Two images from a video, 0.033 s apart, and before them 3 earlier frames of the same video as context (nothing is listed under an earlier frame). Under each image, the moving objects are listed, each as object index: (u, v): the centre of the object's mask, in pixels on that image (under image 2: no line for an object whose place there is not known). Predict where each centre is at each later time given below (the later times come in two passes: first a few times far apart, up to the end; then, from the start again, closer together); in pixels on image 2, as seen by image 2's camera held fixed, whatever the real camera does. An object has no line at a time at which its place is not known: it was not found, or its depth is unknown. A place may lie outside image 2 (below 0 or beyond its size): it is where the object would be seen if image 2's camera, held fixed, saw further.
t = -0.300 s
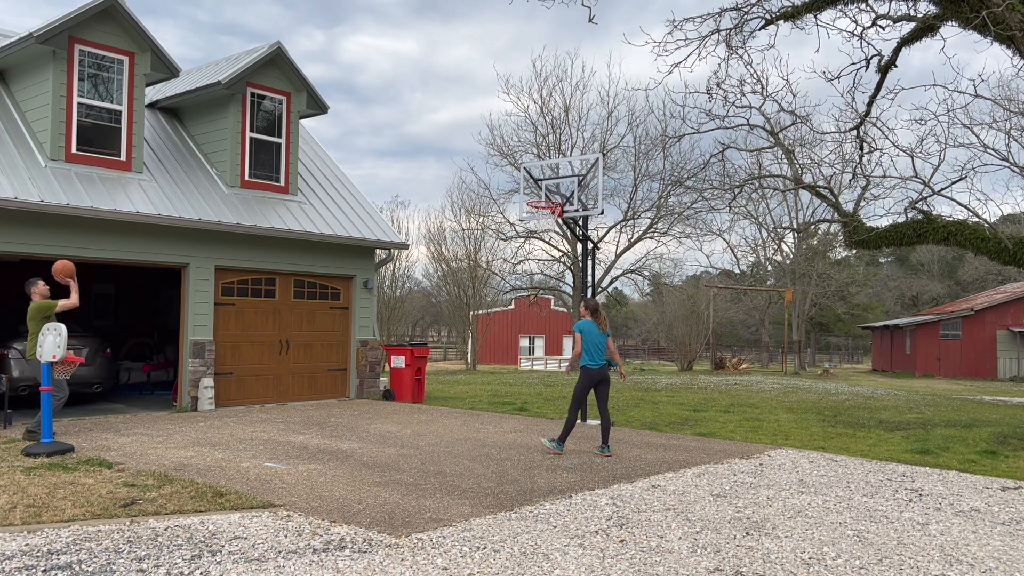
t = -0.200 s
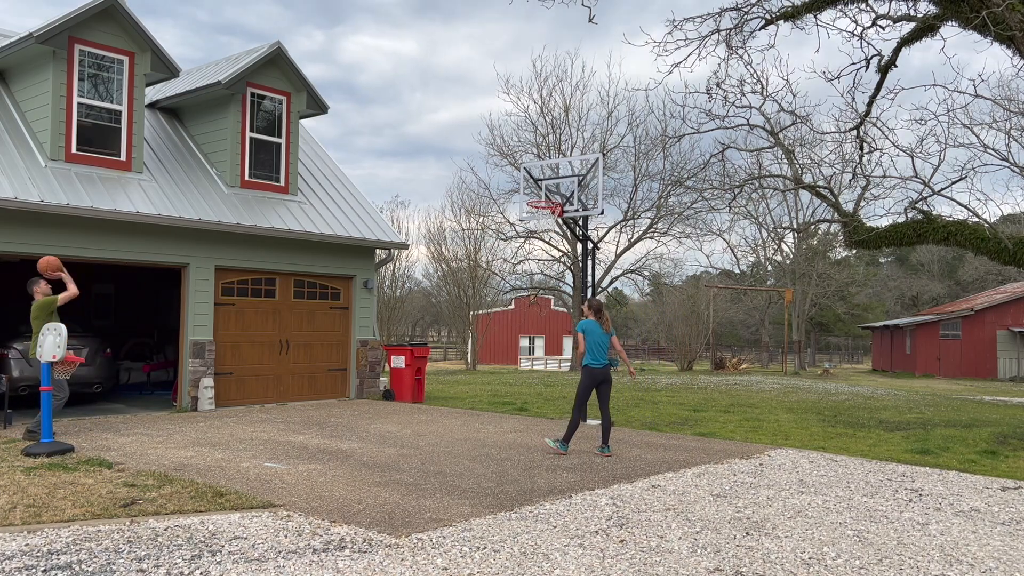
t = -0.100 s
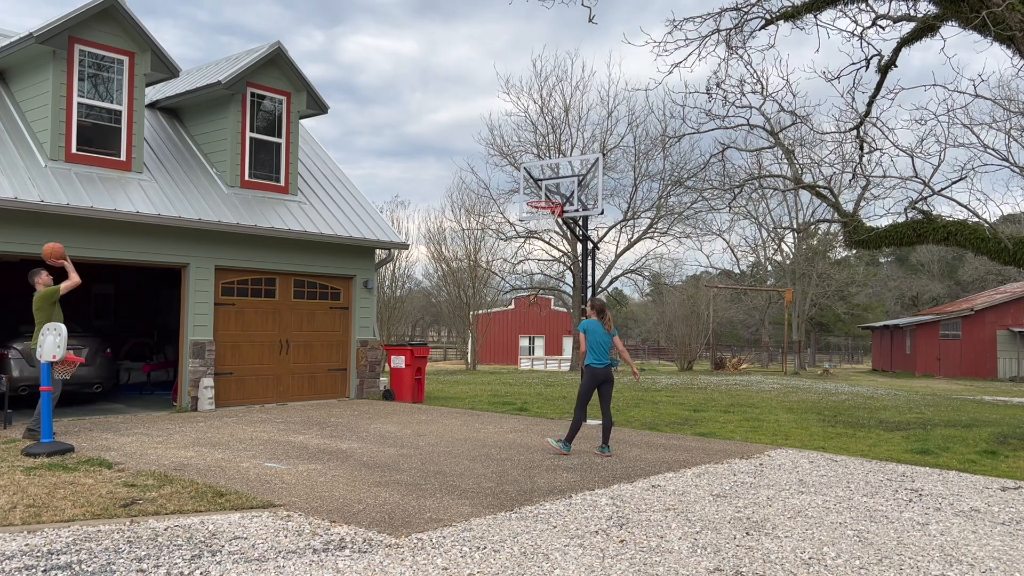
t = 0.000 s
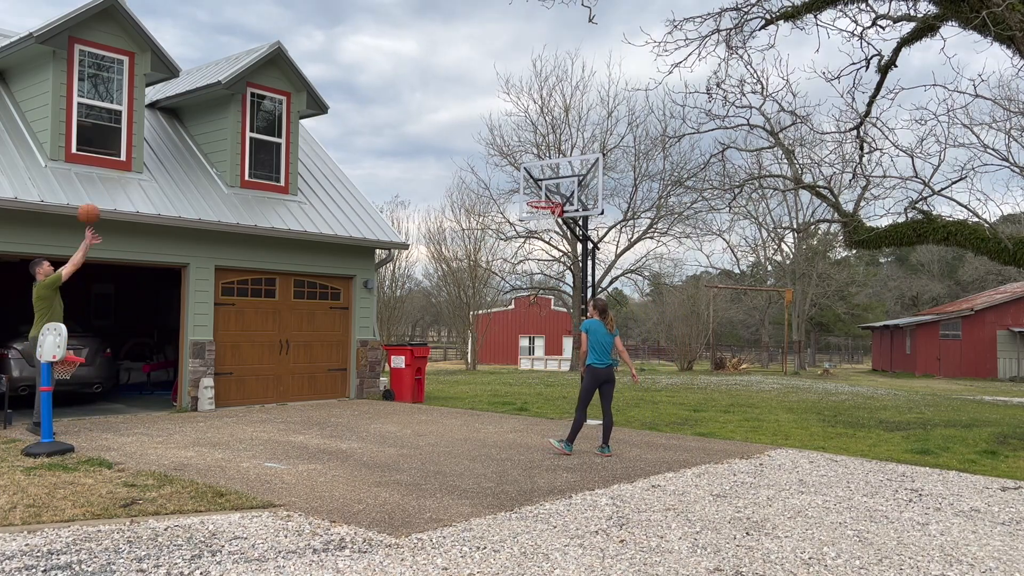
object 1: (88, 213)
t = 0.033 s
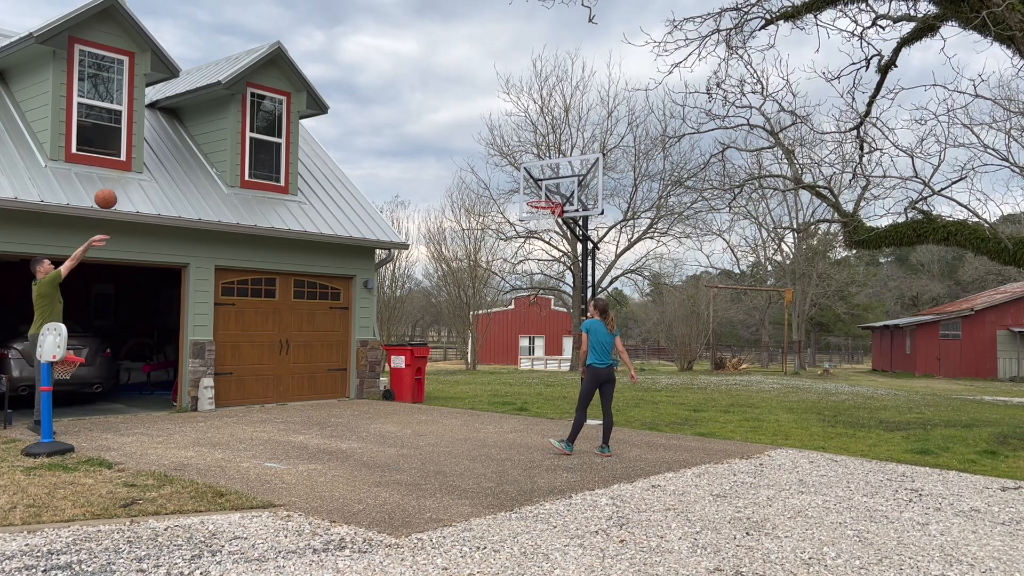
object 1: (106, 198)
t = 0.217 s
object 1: (195, 135)
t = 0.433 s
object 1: (292, 101)
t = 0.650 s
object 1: (380, 104)
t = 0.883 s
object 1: (467, 145)
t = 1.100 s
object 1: (528, 191)
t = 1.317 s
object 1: (539, 185)
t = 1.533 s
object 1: (546, 192)
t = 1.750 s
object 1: (535, 193)
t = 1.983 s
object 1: (545, 205)
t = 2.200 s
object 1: (556, 235)
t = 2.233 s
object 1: (557, 241)
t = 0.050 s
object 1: (114, 192)
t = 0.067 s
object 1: (123, 185)
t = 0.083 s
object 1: (131, 178)
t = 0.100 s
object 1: (139, 172)
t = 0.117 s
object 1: (147, 166)
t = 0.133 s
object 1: (155, 160)
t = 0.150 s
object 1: (164, 155)
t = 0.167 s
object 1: (172, 150)
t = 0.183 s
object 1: (180, 145)
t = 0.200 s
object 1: (187, 140)
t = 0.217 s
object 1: (195, 135)
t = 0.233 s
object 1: (203, 131)
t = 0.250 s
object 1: (211, 127)
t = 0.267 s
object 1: (218, 124)
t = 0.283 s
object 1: (226, 120)
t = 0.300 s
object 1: (233, 117)
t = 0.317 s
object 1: (241, 114)
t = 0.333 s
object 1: (248, 112)
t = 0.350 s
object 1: (256, 110)
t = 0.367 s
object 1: (263, 107)
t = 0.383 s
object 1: (270, 105)
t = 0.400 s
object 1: (277, 103)
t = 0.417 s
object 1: (284, 102)
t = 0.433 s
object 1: (292, 101)
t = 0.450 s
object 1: (299, 99)
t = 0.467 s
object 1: (306, 99)
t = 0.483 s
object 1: (313, 98)
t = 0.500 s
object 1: (320, 97)
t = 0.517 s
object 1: (327, 98)
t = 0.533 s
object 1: (333, 98)
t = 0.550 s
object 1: (340, 98)
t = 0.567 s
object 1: (347, 98)
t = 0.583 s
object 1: (354, 99)
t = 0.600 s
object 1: (360, 100)
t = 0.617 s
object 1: (367, 101)
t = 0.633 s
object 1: (374, 102)
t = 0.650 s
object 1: (380, 104)
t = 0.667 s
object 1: (387, 105)
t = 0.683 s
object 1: (393, 107)
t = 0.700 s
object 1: (400, 109)
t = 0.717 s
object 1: (406, 112)
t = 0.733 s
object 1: (412, 114)
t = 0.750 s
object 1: (419, 117)
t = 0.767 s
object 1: (425, 120)
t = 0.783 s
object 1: (431, 123)
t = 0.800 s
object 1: (437, 126)
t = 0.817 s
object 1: (443, 129)
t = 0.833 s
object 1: (449, 133)
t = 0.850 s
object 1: (455, 137)
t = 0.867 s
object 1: (461, 141)
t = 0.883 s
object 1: (467, 145)
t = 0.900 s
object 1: (473, 149)
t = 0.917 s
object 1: (479, 153)
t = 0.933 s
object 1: (485, 158)
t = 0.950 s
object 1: (490, 163)
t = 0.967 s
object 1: (496, 168)
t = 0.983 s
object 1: (502, 174)
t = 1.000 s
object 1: (508, 179)
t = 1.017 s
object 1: (513, 184)
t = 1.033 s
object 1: (519, 190)
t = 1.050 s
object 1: (524, 195)
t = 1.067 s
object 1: (525, 196)
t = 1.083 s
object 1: (526, 193)
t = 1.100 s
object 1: (528, 191)
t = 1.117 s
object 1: (529, 190)
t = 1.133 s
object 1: (529, 188)
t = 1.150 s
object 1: (530, 187)
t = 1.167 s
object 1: (531, 186)
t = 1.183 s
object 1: (532, 185)
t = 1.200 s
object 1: (533, 184)
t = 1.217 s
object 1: (534, 184)
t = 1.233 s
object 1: (535, 183)
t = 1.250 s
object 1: (536, 183)
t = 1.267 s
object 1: (537, 184)
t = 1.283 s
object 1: (538, 184)
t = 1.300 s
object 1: (539, 184)
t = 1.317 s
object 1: (539, 185)
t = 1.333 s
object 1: (541, 186)
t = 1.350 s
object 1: (541, 187)
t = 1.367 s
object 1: (542, 188)
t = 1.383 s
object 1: (543, 189)
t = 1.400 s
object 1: (544, 191)
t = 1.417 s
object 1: (545, 192)
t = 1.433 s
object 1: (546, 194)
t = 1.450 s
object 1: (547, 196)
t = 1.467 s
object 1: (548, 197)
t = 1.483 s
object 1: (548, 196)
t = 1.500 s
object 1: (548, 195)
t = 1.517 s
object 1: (547, 193)
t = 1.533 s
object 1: (546, 192)
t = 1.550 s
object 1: (545, 192)
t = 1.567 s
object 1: (545, 191)
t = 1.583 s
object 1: (544, 190)
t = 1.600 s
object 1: (543, 190)
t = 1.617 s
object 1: (542, 190)
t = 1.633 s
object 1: (541, 189)
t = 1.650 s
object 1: (540, 189)
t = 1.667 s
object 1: (539, 190)
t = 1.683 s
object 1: (539, 190)
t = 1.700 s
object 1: (538, 191)
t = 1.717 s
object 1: (537, 191)
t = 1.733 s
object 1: (536, 192)
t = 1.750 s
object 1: (535, 193)
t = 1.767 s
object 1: (533, 194)
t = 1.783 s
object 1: (533, 196)
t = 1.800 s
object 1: (533, 196)
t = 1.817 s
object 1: (534, 195)
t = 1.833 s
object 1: (535, 195)
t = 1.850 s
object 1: (537, 195)
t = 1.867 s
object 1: (537, 195)
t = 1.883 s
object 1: (538, 195)
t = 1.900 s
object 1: (539, 197)
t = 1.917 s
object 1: (540, 198)
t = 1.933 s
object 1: (542, 199)
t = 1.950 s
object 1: (543, 201)
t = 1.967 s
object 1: (544, 203)
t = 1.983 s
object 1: (545, 205)
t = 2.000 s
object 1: (546, 207)
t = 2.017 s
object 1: (546, 208)
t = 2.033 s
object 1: (549, 211)
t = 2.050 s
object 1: (549, 213)
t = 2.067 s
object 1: (550, 214)
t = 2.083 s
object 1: (551, 217)
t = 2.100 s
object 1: (552, 220)
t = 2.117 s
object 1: (553, 223)
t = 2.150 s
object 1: (554, 228)
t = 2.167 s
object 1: (555, 229)
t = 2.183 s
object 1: (555, 232)
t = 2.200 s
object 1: (556, 235)
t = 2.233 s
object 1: (557, 241)
